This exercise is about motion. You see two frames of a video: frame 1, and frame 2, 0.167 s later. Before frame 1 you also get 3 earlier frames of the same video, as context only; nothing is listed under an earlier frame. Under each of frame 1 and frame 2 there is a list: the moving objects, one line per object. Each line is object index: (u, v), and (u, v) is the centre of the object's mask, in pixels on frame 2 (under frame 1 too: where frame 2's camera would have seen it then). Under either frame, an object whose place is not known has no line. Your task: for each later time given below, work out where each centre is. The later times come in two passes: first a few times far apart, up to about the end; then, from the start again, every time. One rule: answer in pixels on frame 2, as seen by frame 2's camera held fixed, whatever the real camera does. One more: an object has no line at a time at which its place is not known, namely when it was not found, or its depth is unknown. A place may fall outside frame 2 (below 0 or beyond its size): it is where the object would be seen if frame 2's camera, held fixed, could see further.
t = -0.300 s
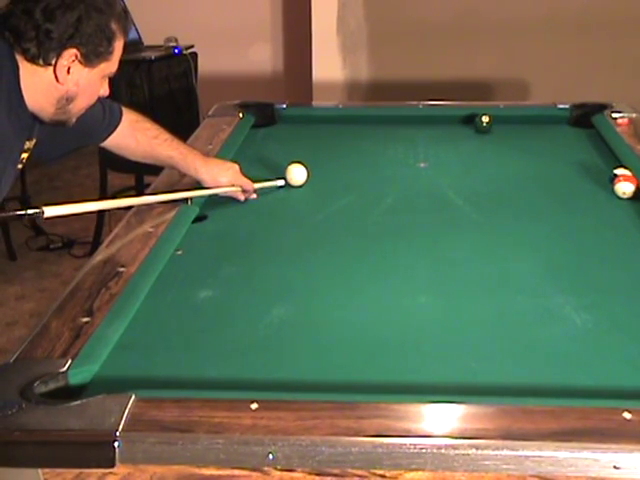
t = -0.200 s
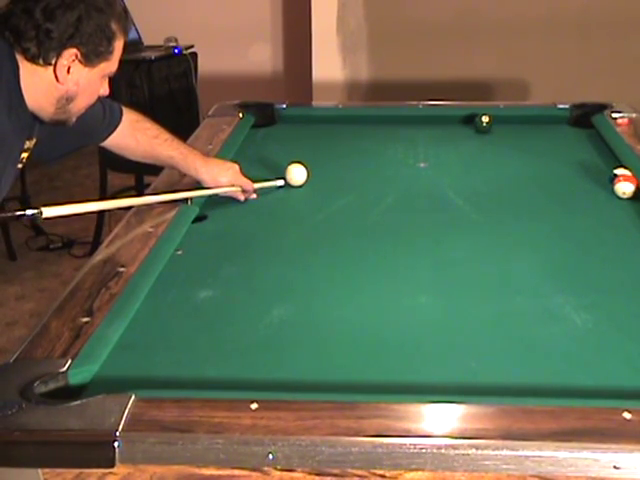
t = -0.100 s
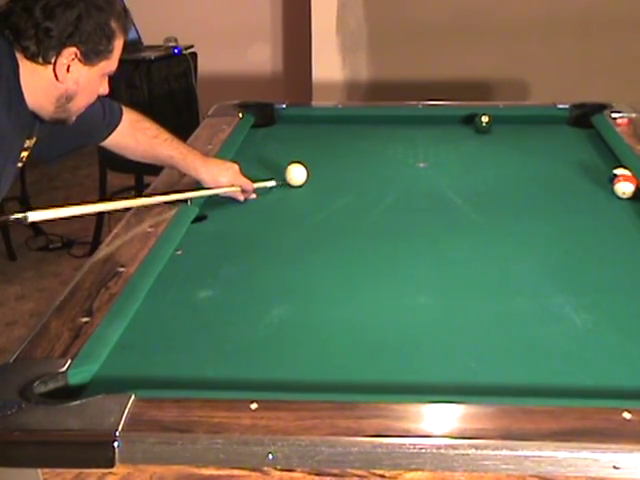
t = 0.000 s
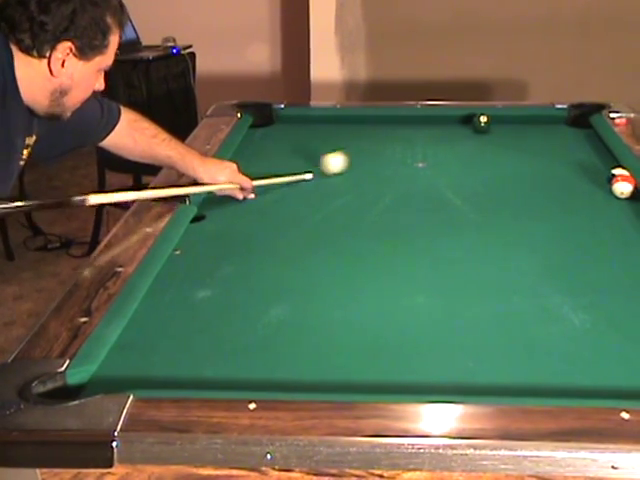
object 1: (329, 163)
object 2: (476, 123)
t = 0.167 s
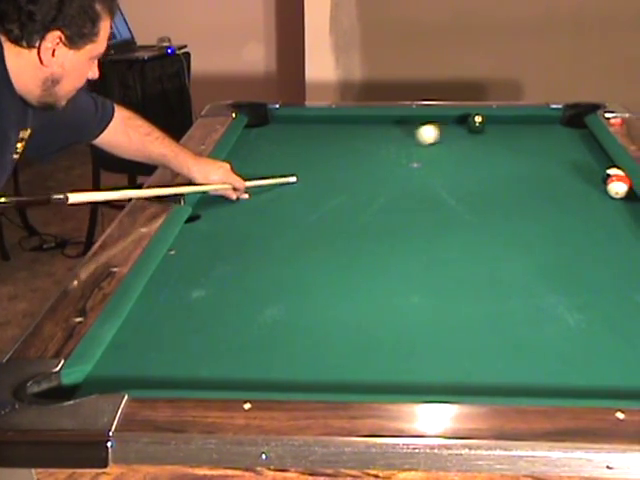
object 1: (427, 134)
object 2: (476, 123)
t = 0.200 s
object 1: (443, 130)
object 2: (476, 123)
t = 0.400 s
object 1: (435, 118)
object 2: (554, 120)
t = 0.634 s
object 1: (395, 123)
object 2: (539, 122)
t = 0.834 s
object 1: (360, 127)
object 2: (508, 124)
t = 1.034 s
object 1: (325, 131)
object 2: (476, 125)
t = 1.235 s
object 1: (290, 135)
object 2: (445, 126)
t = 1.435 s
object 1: (256, 139)
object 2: (415, 126)
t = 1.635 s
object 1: (258, 144)
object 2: (386, 128)
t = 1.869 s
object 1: (280, 148)
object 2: (353, 128)
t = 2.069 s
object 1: (297, 152)
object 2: (326, 129)
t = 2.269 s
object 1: (315, 156)
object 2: (301, 131)
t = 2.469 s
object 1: (332, 160)
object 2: (275, 133)
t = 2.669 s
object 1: (347, 164)
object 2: (250, 132)
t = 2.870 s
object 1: (364, 168)
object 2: (261, 134)
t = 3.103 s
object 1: (381, 172)
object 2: (275, 135)
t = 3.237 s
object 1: (391, 174)
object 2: (281, 135)
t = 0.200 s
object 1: (443, 130)
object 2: (476, 123)
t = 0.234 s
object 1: (458, 126)
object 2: (477, 123)
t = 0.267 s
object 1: (455, 123)
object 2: (493, 121)
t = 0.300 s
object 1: (450, 121)
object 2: (510, 120)
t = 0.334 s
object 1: (445, 120)
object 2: (527, 120)
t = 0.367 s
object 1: (441, 118)
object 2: (542, 118)
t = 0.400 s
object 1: (435, 118)
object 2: (554, 120)
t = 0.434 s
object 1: (429, 119)
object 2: (565, 120)
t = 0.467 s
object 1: (424, 120)
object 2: (572, 121)
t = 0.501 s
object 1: (419, 120)
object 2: (566, 120)
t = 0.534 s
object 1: (413, 121)
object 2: (556, 122)
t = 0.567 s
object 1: (407, 122)
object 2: (551, 123)
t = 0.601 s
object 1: (401, 122)
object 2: (545, 123)
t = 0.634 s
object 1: (395, 123)
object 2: (539, 122)
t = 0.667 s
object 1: (389, 124)
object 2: (533, 123)
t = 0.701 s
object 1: (383, 124)
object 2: (529, 123)
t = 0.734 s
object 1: (377, 125)
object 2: (523, 124)
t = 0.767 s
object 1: (372, 125)
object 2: (518, 123)
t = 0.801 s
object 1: (366, 126)
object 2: (512, 124)
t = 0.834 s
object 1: (360, 127)
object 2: (508, 124)
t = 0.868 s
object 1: (354, 128)
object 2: (502, 124)
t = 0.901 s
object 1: (348, 129)
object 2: (496, 124)
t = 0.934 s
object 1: (342, 129)
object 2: (491, 125)
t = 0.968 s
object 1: (337, 130)
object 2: (485, 125)
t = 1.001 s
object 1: (331, 130)
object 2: (481, 124)
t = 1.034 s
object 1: (325, 131)
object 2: (476, 125)
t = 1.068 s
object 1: (319, 132)
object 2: (471, 125)
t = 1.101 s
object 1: (313, 133)
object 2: (466, 125)
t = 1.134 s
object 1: (308, 133)
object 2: (460, 125)
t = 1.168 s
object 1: (302, 134)
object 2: (455, 125)
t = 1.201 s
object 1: (296, 135)
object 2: (450, 125)
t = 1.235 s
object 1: (290, 135)
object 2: (445, 126)
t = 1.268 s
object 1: (284, 136)
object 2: (440, 126)
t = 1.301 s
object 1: (279, 137)
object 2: (435, 126)
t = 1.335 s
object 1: (273, 137)
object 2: (430, 126)
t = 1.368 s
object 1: (267, 138)
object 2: (425, 126)
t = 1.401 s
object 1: (261, 139)
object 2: (420, 126)
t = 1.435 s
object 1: (256, 139)
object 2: (415, 126)
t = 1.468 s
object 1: (250, 140)
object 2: (410, 126)
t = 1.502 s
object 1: (246, 141)
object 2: (405, 126)
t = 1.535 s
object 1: (249, 141)
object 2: (400, 127)
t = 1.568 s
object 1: (252, 142)
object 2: (395, 128)
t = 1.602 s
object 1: (255, 143)
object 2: (391, 127)
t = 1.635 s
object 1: (258, 144)
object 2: (386, 128)
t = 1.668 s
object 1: (261, 144)
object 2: (381, 127)
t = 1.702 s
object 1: (264, 145)
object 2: (376, 128)
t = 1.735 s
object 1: (267, 146)
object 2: (372, 128)
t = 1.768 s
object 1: (270, 146)
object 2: (367, 128)
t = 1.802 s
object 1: (274, 147)
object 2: (363, 128)
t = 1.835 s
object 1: (277, 148)
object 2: (358, 128)
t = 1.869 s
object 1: (280, 148)
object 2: (353, 128)
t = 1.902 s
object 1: (283, 149)
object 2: (349, 128)
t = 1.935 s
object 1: (286, 150)
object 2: (344, 129)
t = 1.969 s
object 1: (289, 150)
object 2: (339, 130)
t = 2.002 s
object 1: (292, 151)
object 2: (335, 130)
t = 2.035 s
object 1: (295, 152)
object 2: (330, 130)
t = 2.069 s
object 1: (297, 152)
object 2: (326, 129)
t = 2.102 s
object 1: (300, 153)
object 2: (322, 129)
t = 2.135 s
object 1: (303, 154)
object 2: (317, 130)
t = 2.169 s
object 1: (307, 154)
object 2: (313, 131)
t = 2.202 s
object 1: (309, 155)
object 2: (308, 131)
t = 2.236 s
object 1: (312, 156)
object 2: (304, 131)
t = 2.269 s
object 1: (315, 156)
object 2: (301, 131)
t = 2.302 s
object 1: (318, 157)
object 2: (296, 131)
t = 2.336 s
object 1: (321, 157)
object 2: (292, 131)
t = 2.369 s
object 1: (323, 158)
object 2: (288, 132)
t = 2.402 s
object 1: (326, 159)
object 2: (283, 132)
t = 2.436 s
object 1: (329, 160)
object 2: (279, 133)
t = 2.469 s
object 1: (332, 160)
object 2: (275, 133)
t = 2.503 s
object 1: (334, 161)
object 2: (272, 132)
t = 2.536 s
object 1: (337, 161)
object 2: (267, 133)
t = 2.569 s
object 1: (340, 162)
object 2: (263, 132)
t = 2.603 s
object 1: (342, 163)
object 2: (259, 132)
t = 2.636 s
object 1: (345, 164)
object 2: (254, 132)
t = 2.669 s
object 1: (347, 164)
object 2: (250, 132)
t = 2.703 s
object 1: (350, 165)
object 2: (249, 133)
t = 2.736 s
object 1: (353, 165)
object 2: (251, 133)
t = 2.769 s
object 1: (355, 166)
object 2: (253, 133)
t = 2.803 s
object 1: (358, 167)
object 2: (255, 133)
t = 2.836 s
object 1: (361, 167)
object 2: (258, 133)
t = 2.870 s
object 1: (364, 168)
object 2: (261, 134)
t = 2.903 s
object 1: (366, 169)
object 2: (262, 134)
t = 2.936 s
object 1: (369, 169)
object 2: (265, 134)
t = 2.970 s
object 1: (371, 170)
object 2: (267, 134)
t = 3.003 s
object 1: (374, 170)
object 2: (269, 134)
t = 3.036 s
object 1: (376, 171)
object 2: (271, 134)
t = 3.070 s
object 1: (379, 171)
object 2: (273, 135)
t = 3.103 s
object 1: (381, 172)
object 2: (275, 135)
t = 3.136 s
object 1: (383, 172)
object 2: (277, 135)
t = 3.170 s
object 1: (386, 173)
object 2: (279, 135)
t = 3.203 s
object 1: (389, 173)
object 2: (280, 135)
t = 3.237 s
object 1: (391, 174)
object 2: (281, 135)
